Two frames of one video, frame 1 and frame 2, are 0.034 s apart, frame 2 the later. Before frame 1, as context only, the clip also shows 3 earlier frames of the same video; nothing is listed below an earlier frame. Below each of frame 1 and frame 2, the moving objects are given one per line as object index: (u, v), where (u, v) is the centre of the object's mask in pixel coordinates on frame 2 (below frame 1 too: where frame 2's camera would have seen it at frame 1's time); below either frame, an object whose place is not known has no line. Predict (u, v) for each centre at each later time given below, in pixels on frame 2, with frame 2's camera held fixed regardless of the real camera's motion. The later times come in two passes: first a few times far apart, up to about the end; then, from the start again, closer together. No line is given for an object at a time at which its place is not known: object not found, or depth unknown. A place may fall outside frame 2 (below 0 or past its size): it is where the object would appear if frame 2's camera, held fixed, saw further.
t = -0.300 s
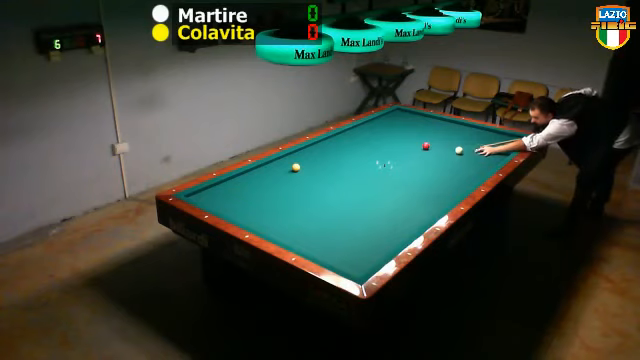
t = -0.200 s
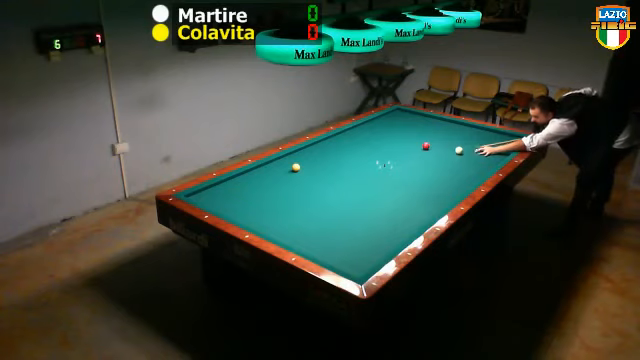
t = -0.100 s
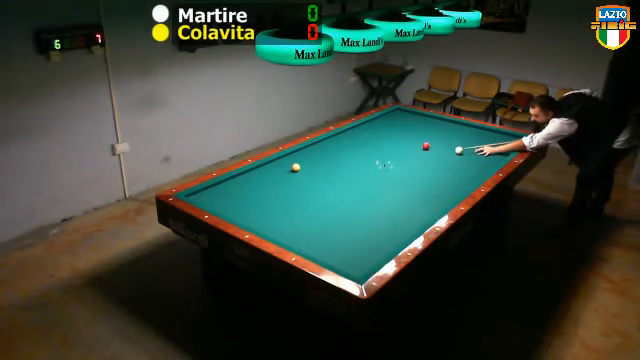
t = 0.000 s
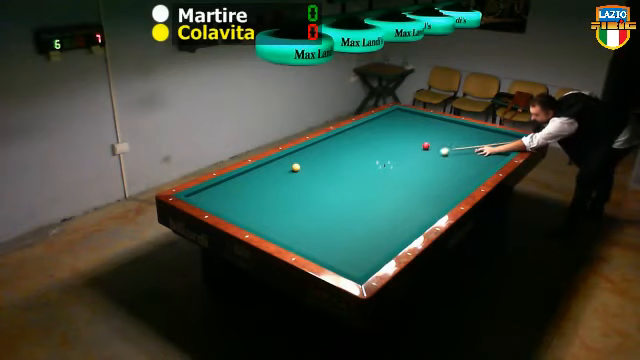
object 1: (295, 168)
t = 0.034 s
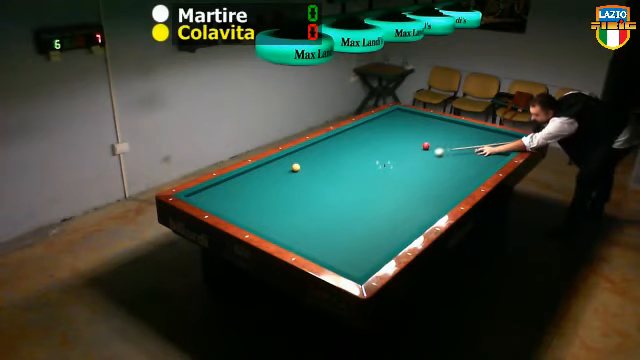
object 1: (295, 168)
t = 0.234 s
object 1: (295, 168)
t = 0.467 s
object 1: (295, 168)
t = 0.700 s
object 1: (295, 167)
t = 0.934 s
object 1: (278, 173)
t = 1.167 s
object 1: (255, 180)
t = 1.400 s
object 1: (231, 189)
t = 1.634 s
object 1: (205, 197)
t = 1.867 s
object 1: (205, 195)
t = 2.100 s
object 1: (216, 188)
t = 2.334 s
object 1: (226, 182)
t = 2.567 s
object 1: (235, 177)
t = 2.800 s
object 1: (246, 173)
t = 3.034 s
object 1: (256, 170)
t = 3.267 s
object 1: (266, 167)
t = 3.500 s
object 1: (275, 164)
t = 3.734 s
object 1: (283, 161)
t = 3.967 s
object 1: (291, 158)
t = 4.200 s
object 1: (298, 156)
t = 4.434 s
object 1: (306, 153)
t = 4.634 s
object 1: (311, 151)
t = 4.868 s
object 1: (318, 150)
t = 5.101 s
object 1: (324, 147)
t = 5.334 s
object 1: (329, 146)
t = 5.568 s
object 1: (335, 144)
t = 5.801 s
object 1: (340, 142)
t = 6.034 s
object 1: (345, 140)
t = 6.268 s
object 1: (349, 139)
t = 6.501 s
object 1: (354, 138)
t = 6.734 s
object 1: (358, 136)
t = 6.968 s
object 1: (362, 135)
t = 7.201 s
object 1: (366, 134)
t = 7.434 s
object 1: (369, 133)
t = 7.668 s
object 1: (372, 132)
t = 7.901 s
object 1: (376, 131)
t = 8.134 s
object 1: (379, 130)
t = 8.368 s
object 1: (381, 129)
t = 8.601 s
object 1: (384, 128)
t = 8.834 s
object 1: (387, 127)
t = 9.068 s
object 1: (389, 127)
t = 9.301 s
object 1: (391, 126)
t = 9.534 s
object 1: (393, 125)
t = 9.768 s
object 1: (395, 125)
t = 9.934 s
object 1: (396, 125)
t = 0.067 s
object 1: (295, 168)
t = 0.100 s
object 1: (295, 168)
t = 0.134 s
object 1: (295, 168)
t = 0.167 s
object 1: (295, 168)
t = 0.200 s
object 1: (295, 168)
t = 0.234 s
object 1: (295, 168)
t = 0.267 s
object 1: (295, 168)
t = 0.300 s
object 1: (295, 168)
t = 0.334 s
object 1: (295, 168)
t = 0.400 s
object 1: (295, 168)
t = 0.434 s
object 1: (295, 168)
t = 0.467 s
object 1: (295, 168)
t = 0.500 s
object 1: (295, 168)
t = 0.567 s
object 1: (295, 167)
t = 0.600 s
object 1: (295, 167)
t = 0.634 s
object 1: (295, 167)
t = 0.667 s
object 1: (295, 167)
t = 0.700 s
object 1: (295, 167)
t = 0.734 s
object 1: (295, 167)
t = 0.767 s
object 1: (295, 167)
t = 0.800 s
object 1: (295, 167)
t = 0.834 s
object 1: (291, 169)
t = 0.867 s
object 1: (287, 170)
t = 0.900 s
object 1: (282, 172)
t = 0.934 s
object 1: (278, 173)
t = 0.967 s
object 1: (275, 174)
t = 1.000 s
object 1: (271, 175)
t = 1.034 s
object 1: (268, 176)
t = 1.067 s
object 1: (265, 177)
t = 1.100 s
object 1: (262, 178)
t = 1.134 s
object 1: (258, 180)
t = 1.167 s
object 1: (255, 180)
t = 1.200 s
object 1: (251, 182)
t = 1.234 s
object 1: (248, 183)
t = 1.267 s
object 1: (245, 184)
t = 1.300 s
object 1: (241, 185)
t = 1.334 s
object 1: (238, 186)
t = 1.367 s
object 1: (234, 188)
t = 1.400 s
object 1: (231, 189)
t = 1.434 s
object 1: (227, 190)
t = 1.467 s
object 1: (223, 191)
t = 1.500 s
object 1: (219, 192)
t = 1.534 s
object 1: (216, 193)
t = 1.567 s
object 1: (213, 195)
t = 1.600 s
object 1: (209, 196)
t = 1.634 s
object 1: (205, 197)
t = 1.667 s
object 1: (202, 198)
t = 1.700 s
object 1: (198, 199)
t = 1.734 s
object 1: (198, 198)
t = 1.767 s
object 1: (200, 197)
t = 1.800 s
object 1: (202, 197)
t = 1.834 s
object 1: (204, 196)
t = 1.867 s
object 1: (205, 195)
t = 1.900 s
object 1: (207, 193)
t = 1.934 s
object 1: (208, 193)
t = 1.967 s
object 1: (210, 192)
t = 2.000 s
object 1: (211, 191)
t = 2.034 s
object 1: (213, 190)
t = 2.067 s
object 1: (214, 189)
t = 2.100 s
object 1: (216, 188)
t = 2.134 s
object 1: (217, 187)
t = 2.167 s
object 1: (219, 186)
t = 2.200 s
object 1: (220, 186)
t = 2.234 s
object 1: (221, 185)
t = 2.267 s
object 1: (223, 184)
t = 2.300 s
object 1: (224, 183)
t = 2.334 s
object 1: (226, 182)
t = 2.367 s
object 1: (227, 181)
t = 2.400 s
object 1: (229, 181)
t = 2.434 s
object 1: (230, 180)
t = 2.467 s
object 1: (231, 179)
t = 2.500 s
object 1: (232, 178)
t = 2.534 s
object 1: (234, 177)
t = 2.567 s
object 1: (235, 177)
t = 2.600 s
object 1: (237, 176)
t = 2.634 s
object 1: (238, 176)
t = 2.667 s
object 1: (240, 175)
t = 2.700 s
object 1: (241, 175)
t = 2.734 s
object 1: (243, 174)
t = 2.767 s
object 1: (244, 174)
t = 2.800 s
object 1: (246, 173)
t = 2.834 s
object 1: (247, 173)
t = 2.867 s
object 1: (249, 172)
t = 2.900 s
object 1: (251, 172)
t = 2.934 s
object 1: (252, 171)
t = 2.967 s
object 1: (253, 171)
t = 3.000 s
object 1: (255, 170)
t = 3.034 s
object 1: (256, 170)
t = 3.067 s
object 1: (257, 169)
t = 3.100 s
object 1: (259, 169)
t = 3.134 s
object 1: (260, 168)
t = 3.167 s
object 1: (262, 168)
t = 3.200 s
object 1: (263, 168)
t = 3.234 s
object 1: (264, 167)
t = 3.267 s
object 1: (266, 167)
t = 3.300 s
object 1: (267, 166)
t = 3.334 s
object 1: (268, 166)
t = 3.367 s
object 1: (270, 165)
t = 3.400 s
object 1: (271, 165)
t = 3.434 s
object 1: (272, 165)
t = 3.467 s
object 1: (273, 164)
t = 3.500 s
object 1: (275, 164)
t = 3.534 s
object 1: (276, 163)
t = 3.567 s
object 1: (277, 163)
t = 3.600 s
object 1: (278, 163)
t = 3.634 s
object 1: (279, 162)
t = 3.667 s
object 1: (280, 162)
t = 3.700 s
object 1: (281, 161)
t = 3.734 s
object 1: (283, 161)
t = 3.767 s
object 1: (284, 161)
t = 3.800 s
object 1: (285, 160)
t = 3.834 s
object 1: (286, 160)
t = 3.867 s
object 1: (287, 160)
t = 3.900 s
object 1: (288, 159)
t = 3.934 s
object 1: (290, 159)
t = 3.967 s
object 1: (291, 158)
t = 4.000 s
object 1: (292, 158)
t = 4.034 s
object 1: (293, 158)
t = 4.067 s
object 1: (294, 157)
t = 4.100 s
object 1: (295, 157)
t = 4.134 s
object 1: (296, 157)
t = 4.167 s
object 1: (297, 156)
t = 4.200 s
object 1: (298, 156)
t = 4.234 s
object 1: (299, 155)
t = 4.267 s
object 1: (301, 155)
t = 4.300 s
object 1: (302, 155)
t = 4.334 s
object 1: (302, 154)
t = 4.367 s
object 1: (303, 154)
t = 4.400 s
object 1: (305, 154)
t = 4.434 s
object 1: (306, 153)
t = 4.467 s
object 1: (307, 153)
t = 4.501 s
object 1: (307, 153)
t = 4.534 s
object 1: (309, 153)
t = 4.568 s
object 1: (309, 152)
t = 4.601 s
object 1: (310, 152)
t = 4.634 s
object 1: (311, 151)
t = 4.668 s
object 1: (312, 151)
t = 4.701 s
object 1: (313, 151)
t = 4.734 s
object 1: (314, 151)
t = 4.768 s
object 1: (315, 150)
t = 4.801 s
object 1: (316, 150)
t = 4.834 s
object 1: (317, 150)
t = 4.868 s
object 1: (318, 150)
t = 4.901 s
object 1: (319, 149)
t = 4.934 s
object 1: (319, 149)
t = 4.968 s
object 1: (320, 149)
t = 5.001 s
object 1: (321, 148)
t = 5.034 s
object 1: (322, 148)
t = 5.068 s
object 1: (323, 148)
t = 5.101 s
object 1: (324, 147)
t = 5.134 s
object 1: (325, 147)
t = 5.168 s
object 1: (325, 147)
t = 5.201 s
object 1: (327, 147)
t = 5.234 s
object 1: (327, 147)
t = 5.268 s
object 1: (328, 146)
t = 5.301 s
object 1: (329, 146)
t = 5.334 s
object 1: (329, 146)
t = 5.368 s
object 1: (330, 146)
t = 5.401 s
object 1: (331, 145)
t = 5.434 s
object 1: (332, 145)
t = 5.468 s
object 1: (332, 145)
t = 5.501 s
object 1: (333, 144)
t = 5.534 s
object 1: (334, 144)
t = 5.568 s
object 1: (335, 144)
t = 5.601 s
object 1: (335, 144)
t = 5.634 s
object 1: (336, 143)
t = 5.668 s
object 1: (337, 143)
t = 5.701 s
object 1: (338, 143)
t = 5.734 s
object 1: (339, 143)
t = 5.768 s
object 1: (339, 142)
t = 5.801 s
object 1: (340, 142)
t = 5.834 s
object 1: (341, 142)
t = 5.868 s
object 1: (342, 141)
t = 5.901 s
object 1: (342, 141)
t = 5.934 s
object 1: (343, 141)
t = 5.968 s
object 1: (343, 141)
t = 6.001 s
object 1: (344, 141)
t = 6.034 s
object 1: (345, 140)
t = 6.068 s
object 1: (345, 140)
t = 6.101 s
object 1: (346, 140)
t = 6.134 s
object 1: (347, 140)
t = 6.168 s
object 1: (348, 140)
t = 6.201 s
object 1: (348, 140)
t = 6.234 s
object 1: (349, 139)
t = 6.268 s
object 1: (349, 139)
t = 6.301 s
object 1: (350, 139)
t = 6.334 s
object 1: (351, 139)
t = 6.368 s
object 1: (351, 138)
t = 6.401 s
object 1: (352, 138)
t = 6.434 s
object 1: (353, 138)
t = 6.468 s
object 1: (353, 138)
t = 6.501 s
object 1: (354, 138)
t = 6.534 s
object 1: (354, 137)
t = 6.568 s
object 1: (355, 137)
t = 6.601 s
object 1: (356, 137)
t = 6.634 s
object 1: (356, 137)
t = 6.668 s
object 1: (357, 137)
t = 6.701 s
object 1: (357, 136)
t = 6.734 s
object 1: (358, 136)
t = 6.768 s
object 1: (359, 136)
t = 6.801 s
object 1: (359, 136)
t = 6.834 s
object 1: (360, 136)
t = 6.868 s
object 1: (360, 135)
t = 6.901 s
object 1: (361, 135)
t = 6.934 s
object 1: (361, 135)
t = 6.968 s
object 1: (362, 135)
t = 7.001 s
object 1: (362, 135)
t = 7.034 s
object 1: (363, 135)
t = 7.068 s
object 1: (363, 134)
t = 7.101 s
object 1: (364, 134)
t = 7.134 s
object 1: (364, 134)
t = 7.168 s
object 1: (365, 134)
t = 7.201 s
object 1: (366, 134)
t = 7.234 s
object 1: (366, 134)
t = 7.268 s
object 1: (366, 134)
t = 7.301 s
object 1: (367, 133)
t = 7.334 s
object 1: (368, 133)
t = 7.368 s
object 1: (368, 133)
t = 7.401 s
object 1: (369, 133)
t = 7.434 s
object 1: (369, 133)
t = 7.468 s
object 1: (370, 132)
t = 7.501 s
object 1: (370, 132)
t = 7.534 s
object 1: (371, 132)
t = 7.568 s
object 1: (371, 132)
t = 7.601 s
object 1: (372, 132)
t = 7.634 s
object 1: (372, 132)
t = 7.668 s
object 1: (372, 132)
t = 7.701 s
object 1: (373, 132)
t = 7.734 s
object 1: (373, 131)
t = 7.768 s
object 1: (374, 131)
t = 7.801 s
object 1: (374, 131)
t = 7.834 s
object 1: (375, 131)
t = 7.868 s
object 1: (375, 131)
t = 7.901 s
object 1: (376, 131)
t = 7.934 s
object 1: (376, 131)
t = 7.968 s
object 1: (376, 131)
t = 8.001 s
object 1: (377, 130)
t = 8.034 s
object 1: (377, 130)
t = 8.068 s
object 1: (378, 130)
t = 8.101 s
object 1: (378, 130)
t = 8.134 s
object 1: (379, 130)
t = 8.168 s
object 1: (379, 130)
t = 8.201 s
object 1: (379, 129)
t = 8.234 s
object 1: (380, 129)
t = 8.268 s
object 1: (380, 129)
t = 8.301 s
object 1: (381, 129)
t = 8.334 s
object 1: (381, 129)
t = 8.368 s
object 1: (381, 129)
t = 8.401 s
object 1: (382, 129)
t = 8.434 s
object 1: (382, 129)
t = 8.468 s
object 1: (383, 129)
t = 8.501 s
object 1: (383, 128)
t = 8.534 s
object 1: (383, 128)
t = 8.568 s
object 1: (384, 128)
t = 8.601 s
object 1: (384, 128)
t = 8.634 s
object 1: (384, 128)
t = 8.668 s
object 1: (385, 128)
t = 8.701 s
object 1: (385, 128)
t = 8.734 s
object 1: (386, 128)
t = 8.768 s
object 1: (386, 128)
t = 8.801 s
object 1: (386, 127)
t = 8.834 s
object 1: (387, 127)
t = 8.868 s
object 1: (387, 127)
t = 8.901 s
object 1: (387, 127)
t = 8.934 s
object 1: (388, 127)
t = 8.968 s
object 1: (388, 127)
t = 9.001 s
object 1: (388, 127)
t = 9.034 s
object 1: (388, 127)
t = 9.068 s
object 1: (389, 127)
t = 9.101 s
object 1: (389, 127)
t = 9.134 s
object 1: (390, 126)
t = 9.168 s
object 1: (390, 126)
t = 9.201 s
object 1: (390, 126)
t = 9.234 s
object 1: (390, 126)
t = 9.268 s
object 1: (391, 126)
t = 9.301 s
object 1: (391, 126)
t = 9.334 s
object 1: (391, 126)
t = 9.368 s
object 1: (392, 126)
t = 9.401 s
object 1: (392, 126)
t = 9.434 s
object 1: (392, 126)
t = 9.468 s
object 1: (393, 126)
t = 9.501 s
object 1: (393, 125)
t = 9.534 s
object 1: (393, 125)
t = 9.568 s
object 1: (394, 125)
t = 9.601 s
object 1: (394, 125)
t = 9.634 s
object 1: (394, 125)
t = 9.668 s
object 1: (394, 125)
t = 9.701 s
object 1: (395, 125)
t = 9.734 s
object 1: (395, 125)
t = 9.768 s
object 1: (395, 125)
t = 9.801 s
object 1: (395, 125)
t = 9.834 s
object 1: (396, 125)
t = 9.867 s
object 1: (396, 125)
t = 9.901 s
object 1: (396, 125)
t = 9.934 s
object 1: (396, 125)
